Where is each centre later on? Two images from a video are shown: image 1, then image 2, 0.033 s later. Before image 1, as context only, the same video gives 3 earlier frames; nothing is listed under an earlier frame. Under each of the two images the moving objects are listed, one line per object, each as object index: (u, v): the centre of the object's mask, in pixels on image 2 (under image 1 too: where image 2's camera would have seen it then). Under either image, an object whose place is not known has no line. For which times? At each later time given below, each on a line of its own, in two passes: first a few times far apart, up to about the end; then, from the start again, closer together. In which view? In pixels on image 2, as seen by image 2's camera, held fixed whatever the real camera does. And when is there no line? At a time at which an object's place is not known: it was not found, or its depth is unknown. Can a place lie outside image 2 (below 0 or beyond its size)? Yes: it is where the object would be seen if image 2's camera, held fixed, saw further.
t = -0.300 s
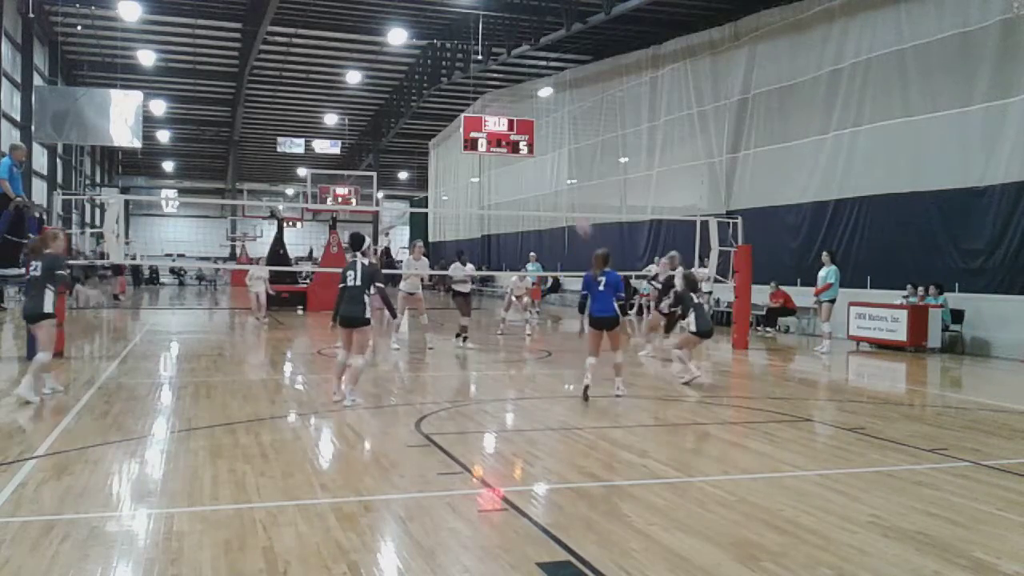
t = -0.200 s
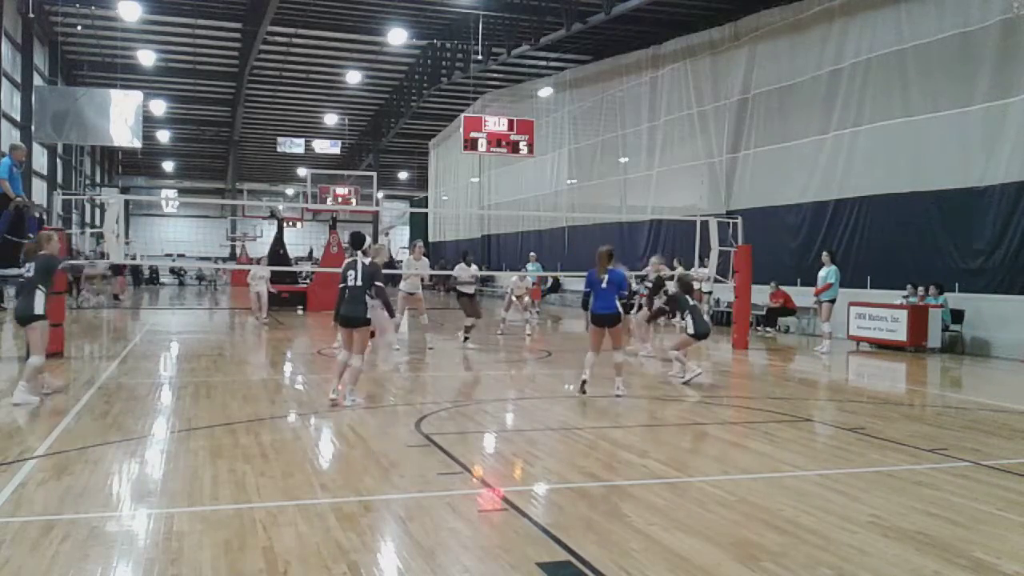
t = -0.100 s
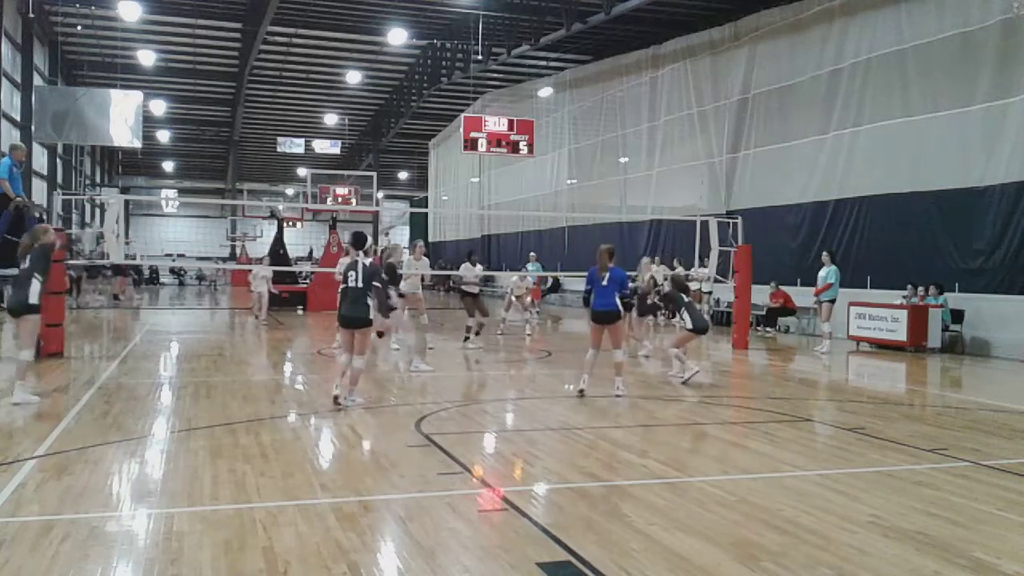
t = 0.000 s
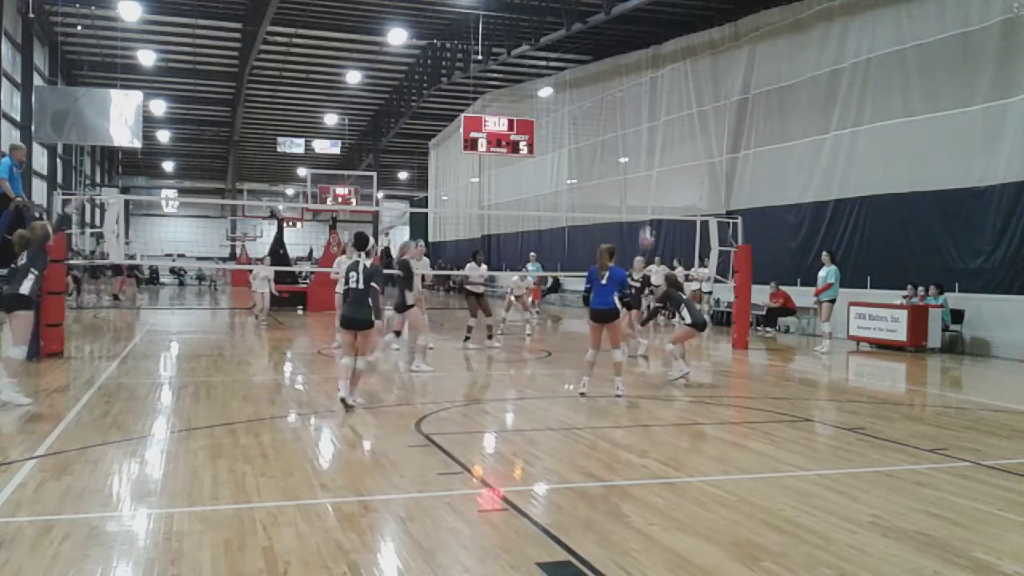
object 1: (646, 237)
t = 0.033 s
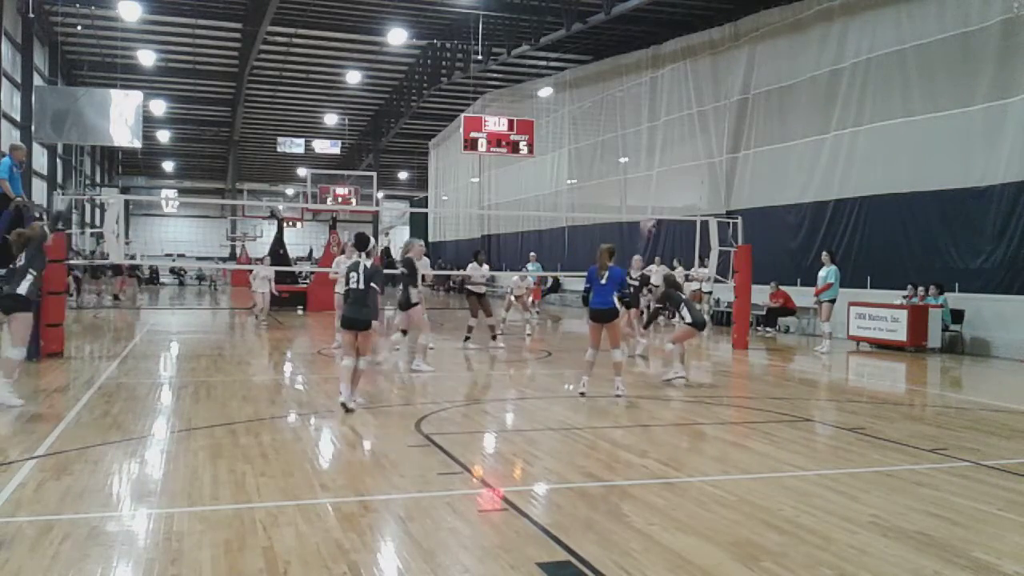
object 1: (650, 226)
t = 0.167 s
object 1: (651, 180)
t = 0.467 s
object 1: (655, 140)
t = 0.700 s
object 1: (659, 148)
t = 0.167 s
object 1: (651, 180)
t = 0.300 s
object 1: (653, 154)
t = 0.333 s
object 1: (653, 148)
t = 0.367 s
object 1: (654, 145)
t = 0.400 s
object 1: (654, 143)
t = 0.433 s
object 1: (655, 142)
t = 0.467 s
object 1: (655, 140)
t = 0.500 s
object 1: (656, 138)
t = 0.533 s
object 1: (656, 137)
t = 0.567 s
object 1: (656, 139)
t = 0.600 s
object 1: (655, 141)
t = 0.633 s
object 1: (657, 142)
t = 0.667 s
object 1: (657, 145)
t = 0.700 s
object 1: (659, 148)
